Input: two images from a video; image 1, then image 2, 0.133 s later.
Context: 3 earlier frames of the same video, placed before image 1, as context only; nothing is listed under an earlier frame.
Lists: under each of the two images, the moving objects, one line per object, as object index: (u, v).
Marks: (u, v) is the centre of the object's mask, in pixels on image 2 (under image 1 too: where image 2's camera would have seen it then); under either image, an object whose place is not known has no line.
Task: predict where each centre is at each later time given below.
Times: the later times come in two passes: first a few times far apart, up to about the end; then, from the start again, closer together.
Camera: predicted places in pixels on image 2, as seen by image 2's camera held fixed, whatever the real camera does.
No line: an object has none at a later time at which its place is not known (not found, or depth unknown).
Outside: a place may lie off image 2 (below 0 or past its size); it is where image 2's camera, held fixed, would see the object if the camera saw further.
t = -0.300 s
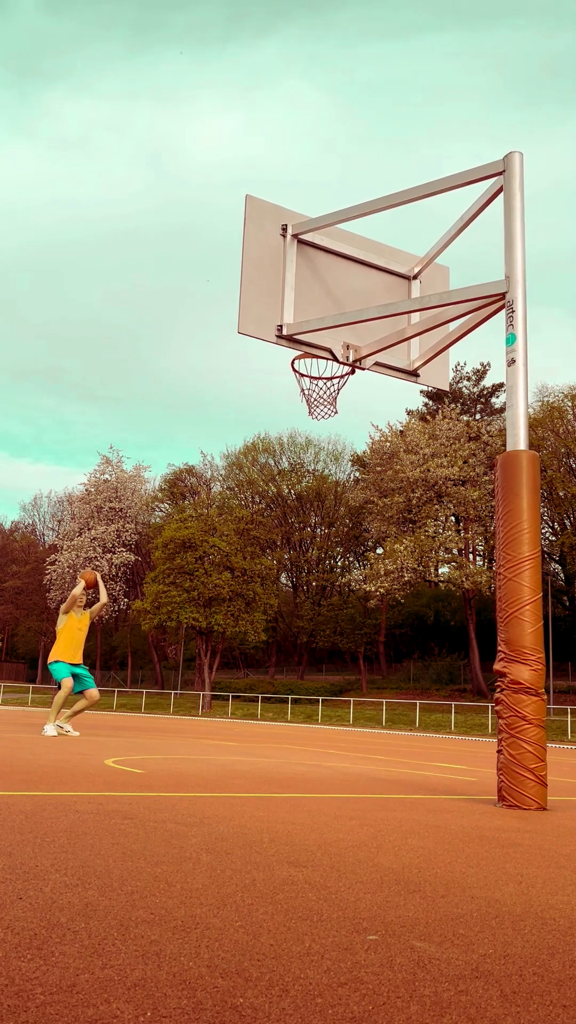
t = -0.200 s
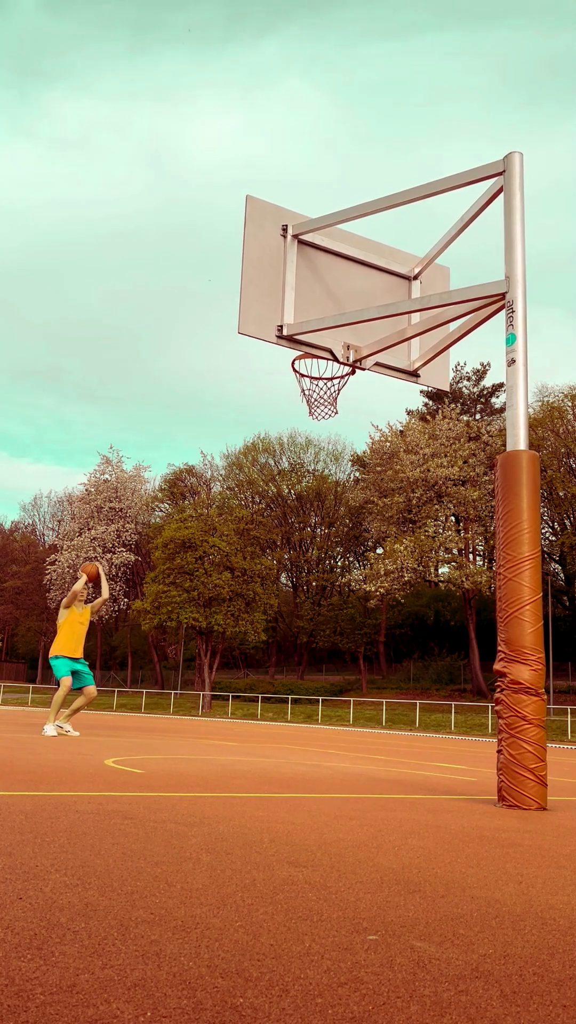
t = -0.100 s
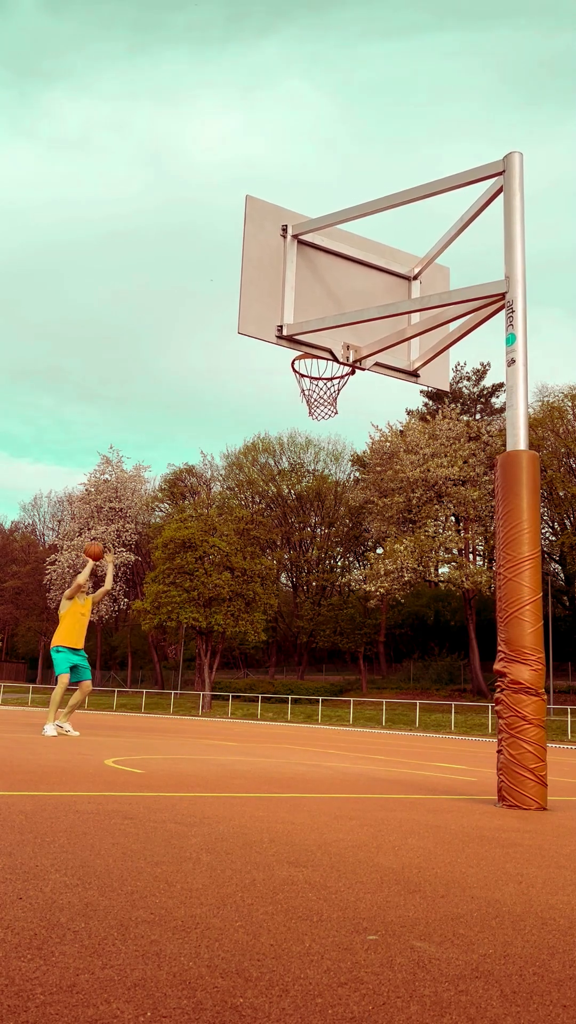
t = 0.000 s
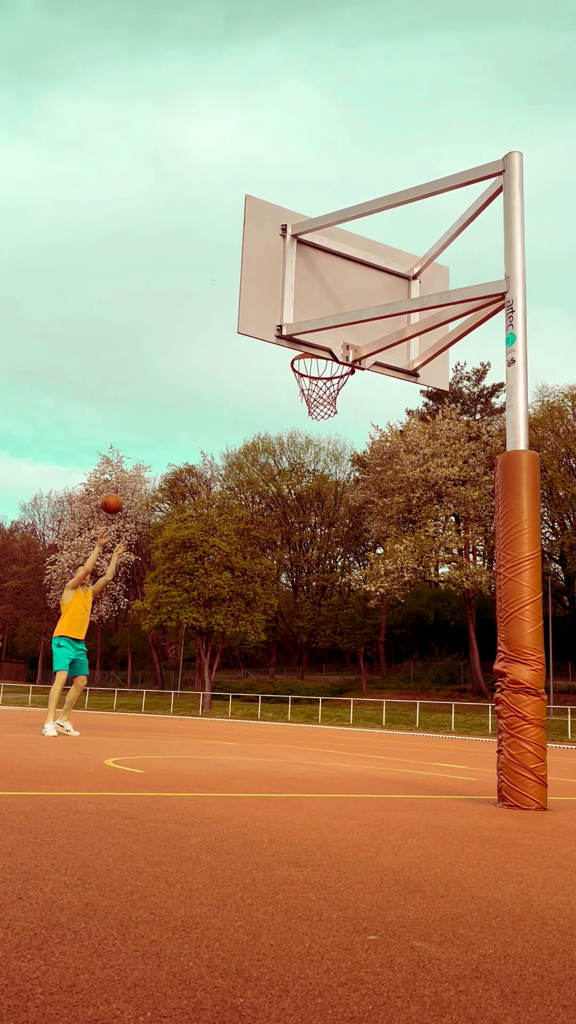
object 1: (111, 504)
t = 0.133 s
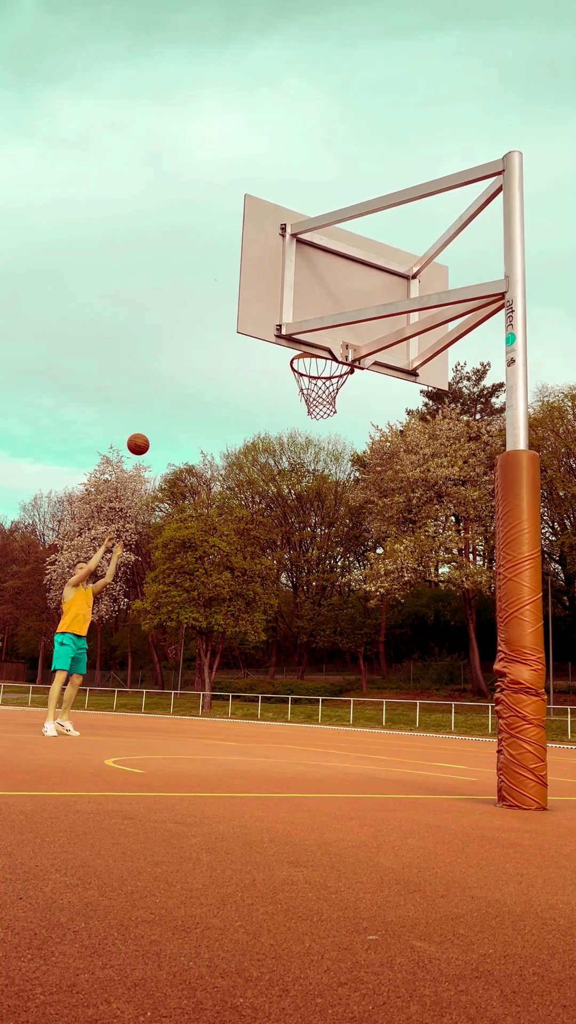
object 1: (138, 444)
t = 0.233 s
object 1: (158, 407)
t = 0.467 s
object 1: (206, 348)
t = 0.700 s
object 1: (258, 342)
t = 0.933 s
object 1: (316, 360)
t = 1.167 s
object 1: (322, 361)
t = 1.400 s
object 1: (322, 363)
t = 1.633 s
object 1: (317, 390)
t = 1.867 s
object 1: (319, 404)
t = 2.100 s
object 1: (328, 439)
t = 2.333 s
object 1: (335, 548)
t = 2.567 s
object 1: (342, 752)
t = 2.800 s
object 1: (366, 617)
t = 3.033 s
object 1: (390, 547)
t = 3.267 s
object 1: (411, 559)
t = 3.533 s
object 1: (436, 682)
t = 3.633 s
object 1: (446, 765)
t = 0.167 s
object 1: (145, 431)
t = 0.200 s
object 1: (151, 419)
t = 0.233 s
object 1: (158, 407)
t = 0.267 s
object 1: (165, 396)
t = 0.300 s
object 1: (172, 386)
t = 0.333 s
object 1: (178, 377)
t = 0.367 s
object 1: (185, 368)
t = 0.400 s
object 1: (192, 361)
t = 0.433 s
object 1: (199, 354)
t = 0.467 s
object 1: (206, 348)
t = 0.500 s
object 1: (213, 343)
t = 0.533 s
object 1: (221, 339)
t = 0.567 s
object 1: (228, 336)
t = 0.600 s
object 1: (234, 335)
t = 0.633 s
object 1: (241, 337)
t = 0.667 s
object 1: (250, 341)
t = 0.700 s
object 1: (258, 342)
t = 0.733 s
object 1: (267, 345)
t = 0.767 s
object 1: (275, 348)
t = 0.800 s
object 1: (284, 352)
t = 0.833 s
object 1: (292, 357)
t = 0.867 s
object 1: (303, 364)
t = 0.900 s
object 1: (311, 363)
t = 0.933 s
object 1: (316, 360)
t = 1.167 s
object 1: (322, 361)
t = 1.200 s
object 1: (320, 364)
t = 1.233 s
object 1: (316, 367)
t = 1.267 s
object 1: (318, 365)
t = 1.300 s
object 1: (319, 364)
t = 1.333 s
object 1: (320, 363)
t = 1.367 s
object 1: (321, 363)
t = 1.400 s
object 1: (322, 363)
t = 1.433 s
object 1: (324, 365)
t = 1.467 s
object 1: (323, 366)
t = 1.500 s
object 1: (323, 368)
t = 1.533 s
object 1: (321, 370)
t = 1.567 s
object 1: (320, 374)
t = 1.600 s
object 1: (318, 382)
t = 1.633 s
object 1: (317, 390)
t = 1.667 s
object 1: (316, 395)
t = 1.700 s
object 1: (315, 396)
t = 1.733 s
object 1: (316, 398)
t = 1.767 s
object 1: (316, 398)
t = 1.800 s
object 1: (317, 400)
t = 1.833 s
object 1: (318, 401)
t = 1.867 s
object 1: (319, 404)
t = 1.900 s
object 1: (320, 406)
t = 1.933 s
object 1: (322, 408)
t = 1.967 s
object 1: (323, 412)
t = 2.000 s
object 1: (324, 417)
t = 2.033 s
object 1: (326, 423)
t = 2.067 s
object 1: (327, 430)
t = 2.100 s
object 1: (328, 439)
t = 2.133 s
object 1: (329, 450)
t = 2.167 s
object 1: (330, 462)
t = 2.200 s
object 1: (332, 476)
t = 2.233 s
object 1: (332, 491)
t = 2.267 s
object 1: (333, 508)
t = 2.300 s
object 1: (334, 527)
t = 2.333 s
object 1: (335, 548)
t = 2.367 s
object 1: (336, 570)
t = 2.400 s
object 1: (337, 595)
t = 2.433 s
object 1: (338, 621)
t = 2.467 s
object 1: (339, 651)
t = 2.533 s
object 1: (341, 715)
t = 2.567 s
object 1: (342, 752)
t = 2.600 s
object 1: (345, 744)
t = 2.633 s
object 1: (348, 718)
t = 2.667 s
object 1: (352, 694)
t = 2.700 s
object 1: (356, 672)
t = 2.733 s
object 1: (359, 652)
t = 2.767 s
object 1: (363, 634)
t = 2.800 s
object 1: (366, 617)
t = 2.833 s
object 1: (370, 602)
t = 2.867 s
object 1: (373, 589)
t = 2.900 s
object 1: (376, 577)
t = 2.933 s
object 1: (379, 567)
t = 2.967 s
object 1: (383, 559)
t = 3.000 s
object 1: (386, 552)
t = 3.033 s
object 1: (390, 547)
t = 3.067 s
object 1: (392, 544)
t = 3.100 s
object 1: (396, 542)
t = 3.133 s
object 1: (399, 542)
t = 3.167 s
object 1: (402, 544)
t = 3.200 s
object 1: (405, 547)
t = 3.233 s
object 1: (408, 552)
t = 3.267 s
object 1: (411, 559)
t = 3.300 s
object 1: (414, 567)
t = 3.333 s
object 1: (418, 578)
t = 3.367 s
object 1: (420, 590)
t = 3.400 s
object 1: (424, 604)
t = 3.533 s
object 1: (436, 682)
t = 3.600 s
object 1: (443, 735)
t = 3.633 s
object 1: (446, 765)
